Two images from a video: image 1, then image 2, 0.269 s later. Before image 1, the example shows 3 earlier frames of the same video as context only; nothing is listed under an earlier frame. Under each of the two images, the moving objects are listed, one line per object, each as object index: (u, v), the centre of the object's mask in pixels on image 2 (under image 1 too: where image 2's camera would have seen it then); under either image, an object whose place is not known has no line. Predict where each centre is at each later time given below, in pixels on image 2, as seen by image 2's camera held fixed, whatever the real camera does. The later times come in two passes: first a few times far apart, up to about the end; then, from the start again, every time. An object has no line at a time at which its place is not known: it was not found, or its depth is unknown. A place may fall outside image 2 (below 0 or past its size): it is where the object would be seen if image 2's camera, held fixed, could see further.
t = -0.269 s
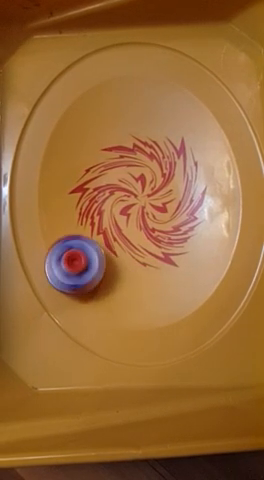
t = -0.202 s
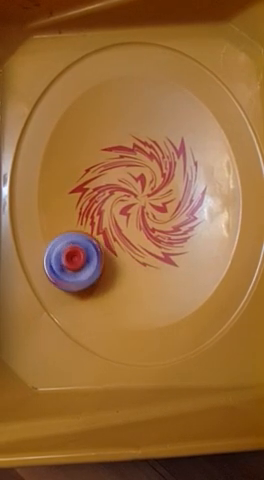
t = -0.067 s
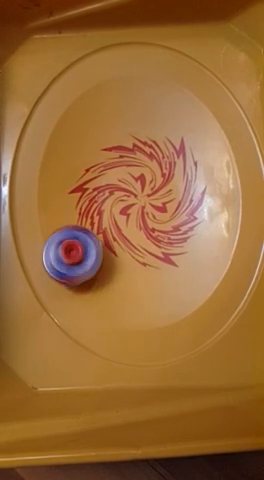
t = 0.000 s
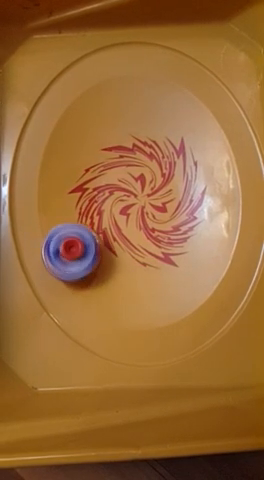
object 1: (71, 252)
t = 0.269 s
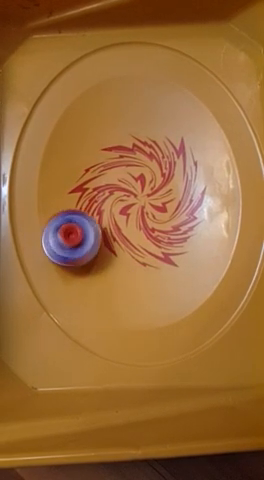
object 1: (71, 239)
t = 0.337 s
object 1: (71, 237)
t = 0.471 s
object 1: (73, 230)
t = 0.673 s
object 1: (75, 220)
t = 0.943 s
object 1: (80, 208)
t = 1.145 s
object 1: (86, 201)
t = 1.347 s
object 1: (92, 194)
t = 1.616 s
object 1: (101, 186)
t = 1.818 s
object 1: (109, 182)
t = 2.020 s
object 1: (117, 180)
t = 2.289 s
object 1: (127, 178)
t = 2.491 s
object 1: (136, 178)
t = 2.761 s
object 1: (147, 178)
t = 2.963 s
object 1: (154, 179)
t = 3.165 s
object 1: (165, 181)
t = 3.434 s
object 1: (175, 182)
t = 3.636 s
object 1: (183, 186)
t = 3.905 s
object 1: (191, 190)
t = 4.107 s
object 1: (197, 196)
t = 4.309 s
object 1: (201, 203)
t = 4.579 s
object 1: (205, 213)
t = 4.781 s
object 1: (207, 222)
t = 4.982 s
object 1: (208, 231)
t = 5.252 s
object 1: (206, 243)
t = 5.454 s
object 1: (205, 252)
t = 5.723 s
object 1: (201, 264)
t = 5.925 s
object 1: (196, 272)
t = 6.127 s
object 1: (190, 279)
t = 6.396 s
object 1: (181, 287)
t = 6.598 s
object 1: (173, 291)
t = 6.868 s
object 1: (161, 294)
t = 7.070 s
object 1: (151, 293)
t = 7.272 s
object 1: (142, 290)
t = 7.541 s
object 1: (131, 284)
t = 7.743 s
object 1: (124, 277)
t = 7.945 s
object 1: (117, 270)
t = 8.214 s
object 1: (111, 259)
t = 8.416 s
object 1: (107, 250)
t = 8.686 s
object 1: (103, 238)
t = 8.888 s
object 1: (102, 229)
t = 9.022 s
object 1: (101, 223)
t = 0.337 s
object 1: (71, 237)
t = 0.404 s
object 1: (72, 233)
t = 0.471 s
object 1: (73, 230)
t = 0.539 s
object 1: (72, 227)
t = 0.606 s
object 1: (74, 223)
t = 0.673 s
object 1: (75, 220)
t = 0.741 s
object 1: (76, 217)
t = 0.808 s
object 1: (78, 214)
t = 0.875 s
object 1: (78, 212)
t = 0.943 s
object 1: (80, 208)
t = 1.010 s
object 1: (82, 206)
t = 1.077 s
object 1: (83, 203)
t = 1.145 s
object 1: (86, 201)
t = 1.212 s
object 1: (87, 198)
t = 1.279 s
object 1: (89, 196)
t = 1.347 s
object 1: (92, 194)
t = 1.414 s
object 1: (93, 192)
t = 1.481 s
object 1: (97, 190)
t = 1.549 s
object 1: (99, 188)
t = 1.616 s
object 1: (101, 186)
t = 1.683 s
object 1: (104, 185)
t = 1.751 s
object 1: (106, 184)
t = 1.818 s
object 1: (109, 182)
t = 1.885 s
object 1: (112, 182)
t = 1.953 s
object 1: (114, 181)
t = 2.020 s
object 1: (117, 180)
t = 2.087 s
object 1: (120, 179)
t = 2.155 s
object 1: (122, 179)
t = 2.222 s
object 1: (125, 178)
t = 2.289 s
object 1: (127, 178)
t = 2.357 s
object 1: (131, 178)
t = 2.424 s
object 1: (134, 178)
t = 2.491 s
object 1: (136, 178)
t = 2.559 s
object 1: (139, 178)
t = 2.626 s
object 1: (140, 178)
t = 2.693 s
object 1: (144, 178)
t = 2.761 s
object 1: (147, 178)
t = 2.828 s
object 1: (150, 179)
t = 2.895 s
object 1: (153, 178)
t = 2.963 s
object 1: (154, 179)
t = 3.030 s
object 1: (159, 180)
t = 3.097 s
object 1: (162, 180)
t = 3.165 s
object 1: (165, 181)
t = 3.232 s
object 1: (166, 180)
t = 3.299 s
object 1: (170, 182)
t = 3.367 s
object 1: (173, 182)
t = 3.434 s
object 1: (175, 182)
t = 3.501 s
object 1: (178, 184)
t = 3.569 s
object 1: (180, 184)
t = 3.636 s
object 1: (183, 186)
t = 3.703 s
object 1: (185, 186)
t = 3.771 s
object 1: (187, 187)
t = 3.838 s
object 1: (189, 189)
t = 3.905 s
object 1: (191, 190)
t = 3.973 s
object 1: (194, 193)
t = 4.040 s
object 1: (194, 194)
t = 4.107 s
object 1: (197, 196)
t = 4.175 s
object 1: (198, 198)
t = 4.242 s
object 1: (199, 200)
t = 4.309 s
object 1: (201, 203)
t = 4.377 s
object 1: (202, 205)
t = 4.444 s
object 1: (203, 207)
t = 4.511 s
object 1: (204, 211)
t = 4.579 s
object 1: (205, 213)
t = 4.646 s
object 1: (206, 216)
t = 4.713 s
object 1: (206, 219)
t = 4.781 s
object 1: (207, 222)
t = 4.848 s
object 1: (207, 225)
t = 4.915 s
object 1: (207, 228)
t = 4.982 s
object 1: (208, 231)
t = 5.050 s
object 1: (208, 235)
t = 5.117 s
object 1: (207, 237)
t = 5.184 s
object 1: (207, 240)
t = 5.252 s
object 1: (206, 243)
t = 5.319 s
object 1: (206, 246)
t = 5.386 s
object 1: (205, 249)
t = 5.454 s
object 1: (205, 252)
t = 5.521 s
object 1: (204, 255)
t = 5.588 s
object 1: (202, 258)
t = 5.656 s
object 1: (202, 261)
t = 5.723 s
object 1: (201, 264)
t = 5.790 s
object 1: (199, 266)
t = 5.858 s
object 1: (197, 269)
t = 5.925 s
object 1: (196, 272)
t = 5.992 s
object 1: (194, 274)
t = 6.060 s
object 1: (192, 277)
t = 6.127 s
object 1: (190, 279)
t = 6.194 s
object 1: (188, 281)
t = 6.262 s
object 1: (186, 283)
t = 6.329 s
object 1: (183, 285)
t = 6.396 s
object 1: (181, 287)
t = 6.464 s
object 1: (178, 289)
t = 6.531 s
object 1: (175, 290)
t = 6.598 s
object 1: (173, 291)
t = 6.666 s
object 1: (169, 292)
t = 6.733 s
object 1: (167, 294)
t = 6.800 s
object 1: (164, 294)
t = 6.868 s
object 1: (161, 294)
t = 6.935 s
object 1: (158, 294)
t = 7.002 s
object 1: (154, 294)
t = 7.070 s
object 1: (151, 293)
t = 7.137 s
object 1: (148, 292)
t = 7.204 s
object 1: (145, 292)
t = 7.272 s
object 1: (142, 290)
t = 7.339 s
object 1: (139, 289)
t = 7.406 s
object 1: (136, 288)
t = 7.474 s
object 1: (134, 286)
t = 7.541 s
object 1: (131, 284)
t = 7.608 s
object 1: (128, 282)
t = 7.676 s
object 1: (126, 280)
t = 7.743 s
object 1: (124, 277)
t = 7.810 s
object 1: (121, 275)
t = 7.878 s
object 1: (119, 273)
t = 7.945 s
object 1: (117, 270)
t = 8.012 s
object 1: (116, 267)
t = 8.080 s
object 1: (114, 265)
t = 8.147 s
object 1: (112, 261)
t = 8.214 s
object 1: (111, 259)
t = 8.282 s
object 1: (109, 256)
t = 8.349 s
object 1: (108, 253)
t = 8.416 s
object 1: (107, 250)
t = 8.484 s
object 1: (106, 247)
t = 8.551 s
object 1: (105, 244)
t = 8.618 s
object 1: (104, 241)
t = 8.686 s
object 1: (103, 238)
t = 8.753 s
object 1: (103, 235)
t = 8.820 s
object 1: (102, 232)
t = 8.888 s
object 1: (102, 229)
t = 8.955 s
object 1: (101, 226)
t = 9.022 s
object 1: (101, 223)
